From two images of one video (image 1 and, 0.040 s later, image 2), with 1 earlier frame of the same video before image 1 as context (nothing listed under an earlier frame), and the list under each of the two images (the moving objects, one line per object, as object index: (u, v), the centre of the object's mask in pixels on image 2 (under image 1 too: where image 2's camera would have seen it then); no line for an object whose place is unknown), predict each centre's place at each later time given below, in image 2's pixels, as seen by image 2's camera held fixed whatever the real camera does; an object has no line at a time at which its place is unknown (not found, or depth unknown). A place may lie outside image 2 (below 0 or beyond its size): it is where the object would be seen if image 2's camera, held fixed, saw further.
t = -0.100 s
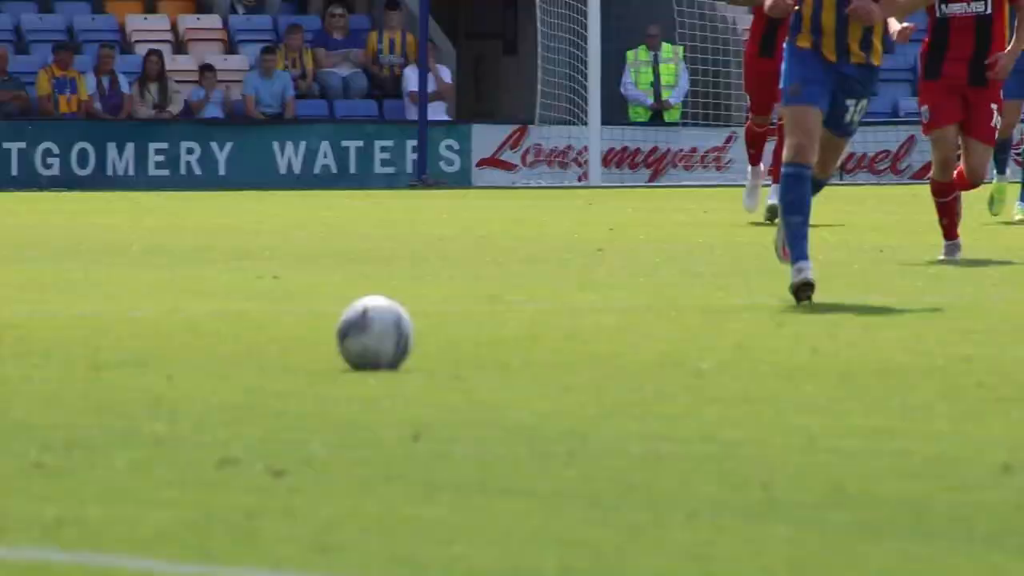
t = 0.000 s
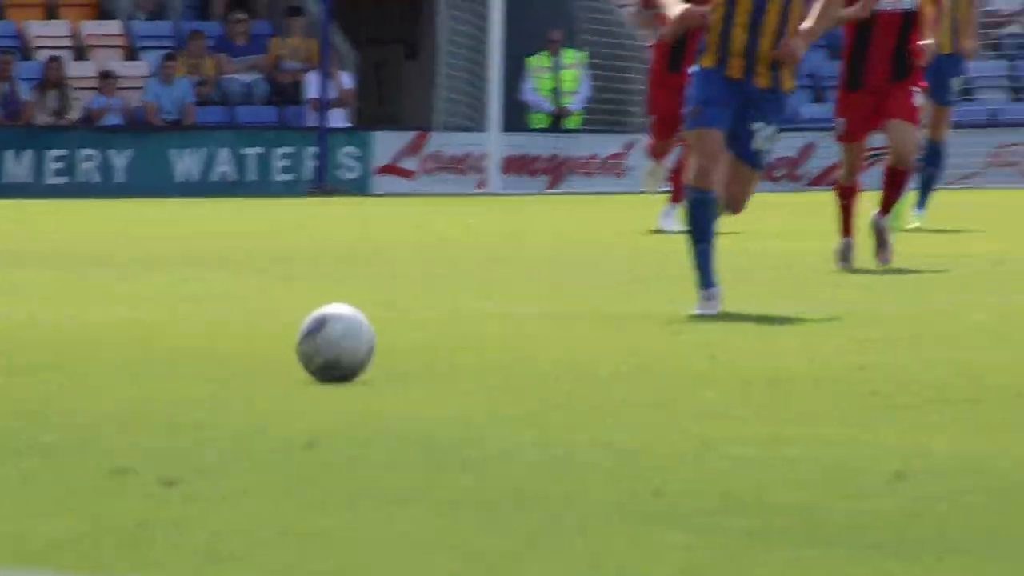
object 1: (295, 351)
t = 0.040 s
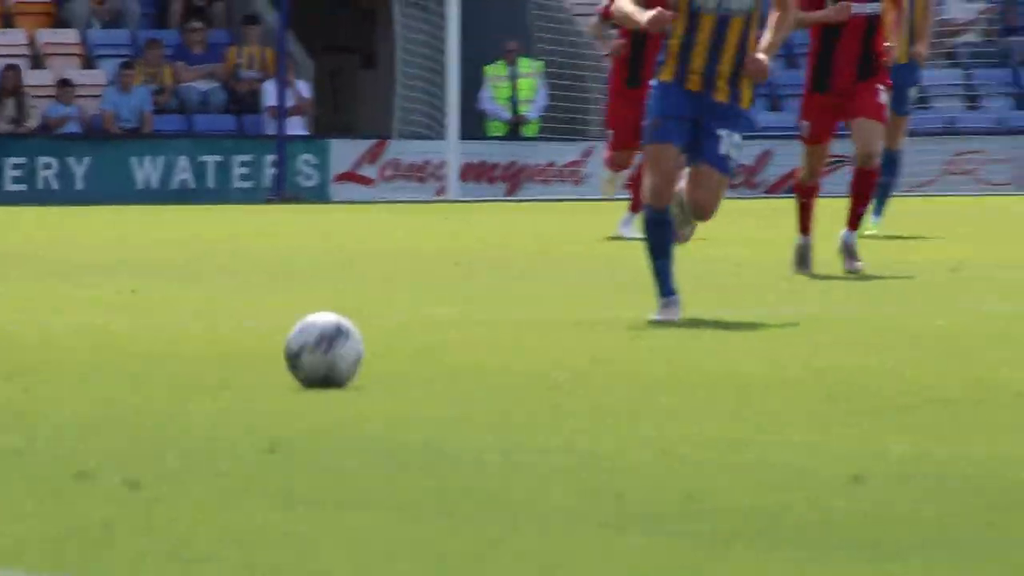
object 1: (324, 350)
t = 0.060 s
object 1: (339, 351)
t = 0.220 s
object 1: (449, 358)
